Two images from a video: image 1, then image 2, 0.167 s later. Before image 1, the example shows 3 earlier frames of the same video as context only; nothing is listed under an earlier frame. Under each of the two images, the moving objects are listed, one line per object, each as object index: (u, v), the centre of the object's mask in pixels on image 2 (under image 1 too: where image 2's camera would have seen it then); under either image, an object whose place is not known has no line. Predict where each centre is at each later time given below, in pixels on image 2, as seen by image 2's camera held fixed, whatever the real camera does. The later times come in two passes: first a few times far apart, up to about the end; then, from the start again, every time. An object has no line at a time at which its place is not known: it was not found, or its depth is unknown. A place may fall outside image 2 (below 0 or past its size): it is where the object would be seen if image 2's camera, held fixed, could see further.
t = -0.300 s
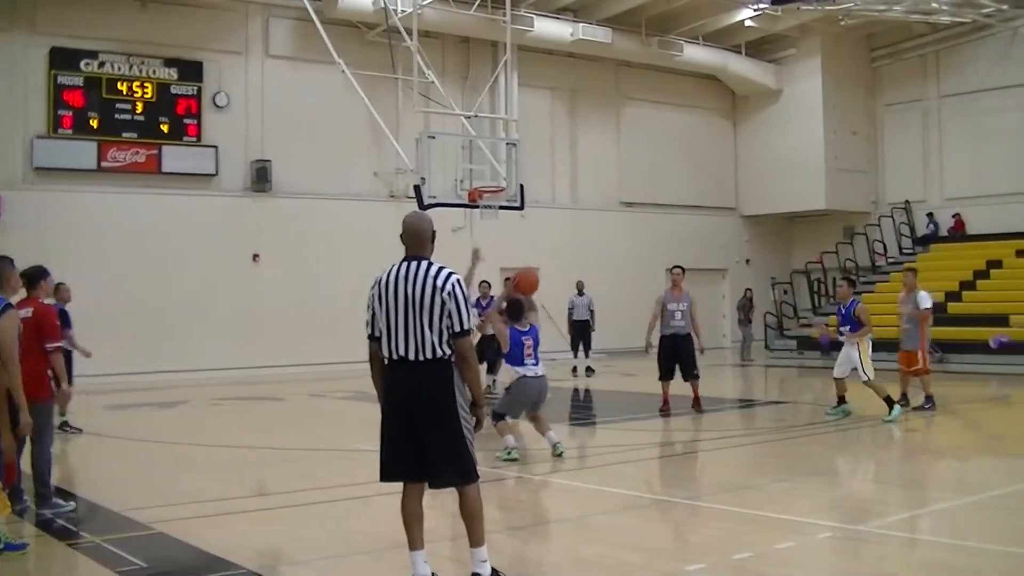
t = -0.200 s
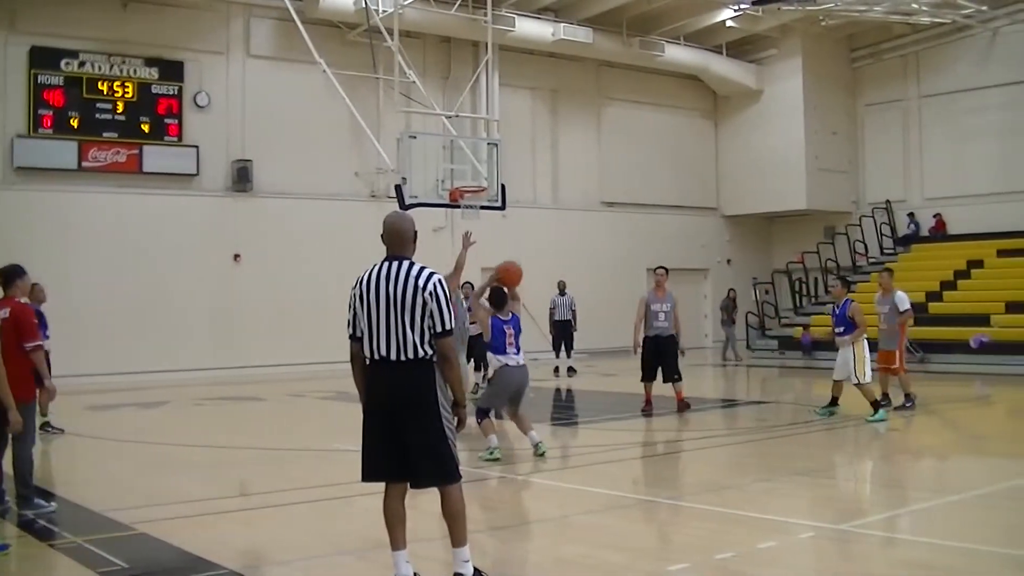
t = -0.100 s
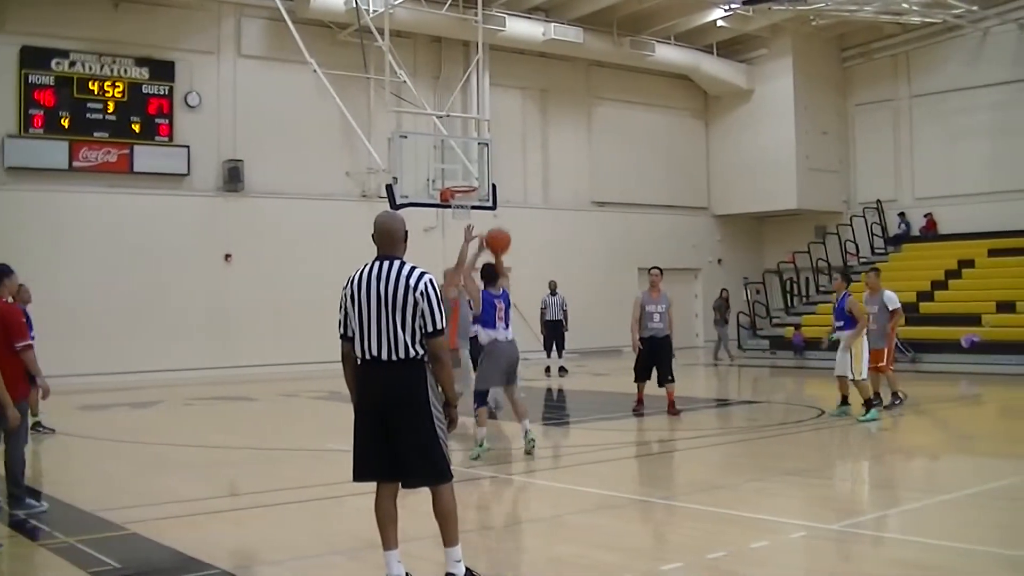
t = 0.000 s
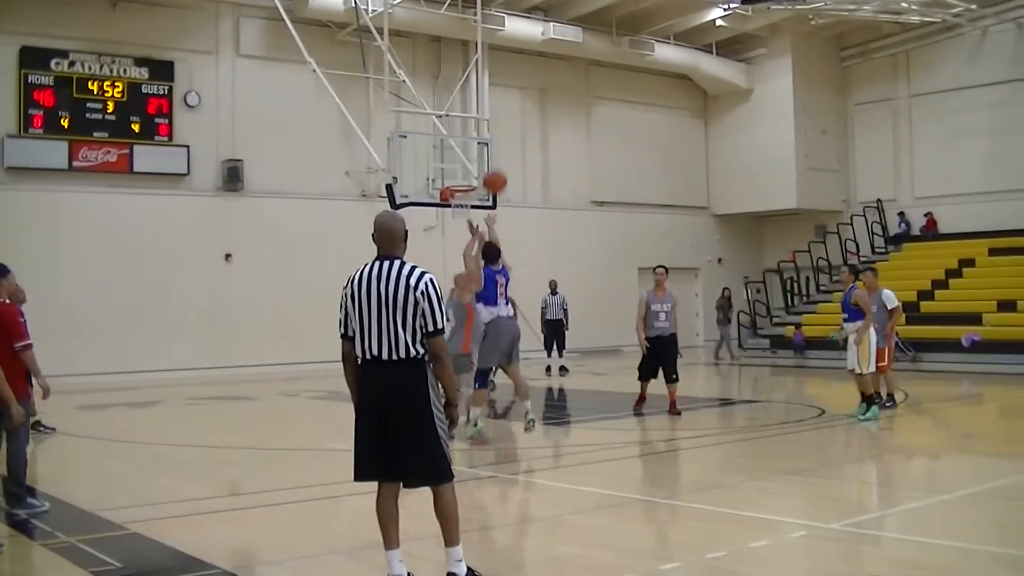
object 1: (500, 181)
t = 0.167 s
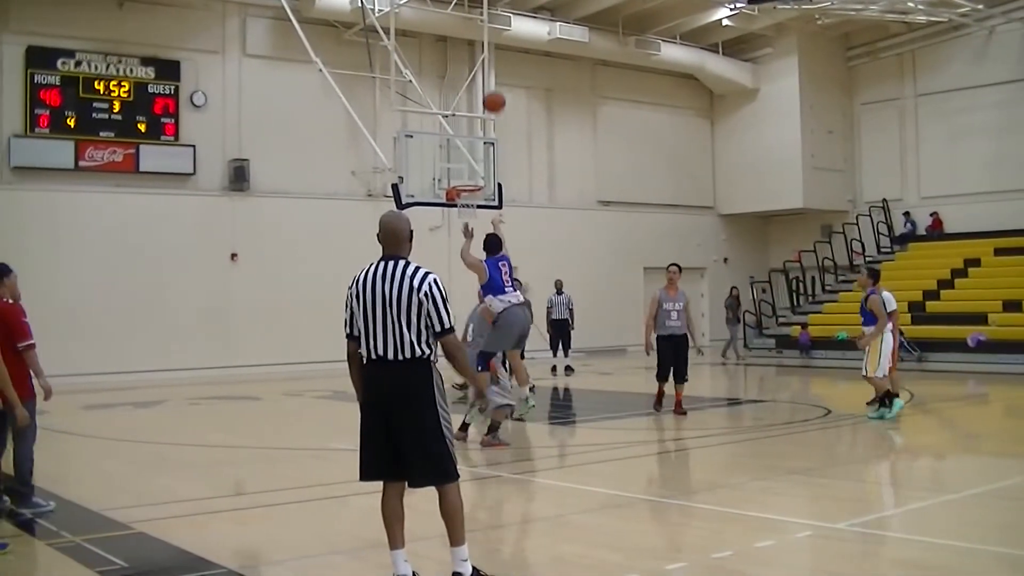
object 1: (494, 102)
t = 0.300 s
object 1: (491, 65)
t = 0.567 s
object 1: (486, 44)
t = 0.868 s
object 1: (484, 84)
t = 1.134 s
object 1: (483, 163)
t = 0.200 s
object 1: (493, 91)
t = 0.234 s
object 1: (492, 82)
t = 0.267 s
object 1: (491, 72)
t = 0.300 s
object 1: (491, 65)
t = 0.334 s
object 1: (490, 59)
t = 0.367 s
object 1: (489, 54)
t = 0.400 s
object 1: (489, 50)
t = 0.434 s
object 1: (487, 47)
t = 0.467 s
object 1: (487, 44)
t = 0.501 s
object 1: (487, 44)
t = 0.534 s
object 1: (487, 44)
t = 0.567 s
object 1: (486, 44)
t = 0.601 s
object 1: (486, 45)
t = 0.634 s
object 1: (485, 47)
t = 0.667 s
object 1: (485, 51)
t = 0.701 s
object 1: (485, 54)
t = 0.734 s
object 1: (484, 59)
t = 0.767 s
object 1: (484, 64)
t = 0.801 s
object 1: (484, 69)
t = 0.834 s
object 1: (484, 76)
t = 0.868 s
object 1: (484, 84)
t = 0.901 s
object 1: (483, 92)
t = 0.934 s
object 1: (483, 101)
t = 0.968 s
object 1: (483, 109)
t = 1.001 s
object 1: (483, 119)
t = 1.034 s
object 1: (483, 129)
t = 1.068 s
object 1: (483, 140)
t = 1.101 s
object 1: (483, 152)
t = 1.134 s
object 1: (483, 163)
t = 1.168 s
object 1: (483, 176)
